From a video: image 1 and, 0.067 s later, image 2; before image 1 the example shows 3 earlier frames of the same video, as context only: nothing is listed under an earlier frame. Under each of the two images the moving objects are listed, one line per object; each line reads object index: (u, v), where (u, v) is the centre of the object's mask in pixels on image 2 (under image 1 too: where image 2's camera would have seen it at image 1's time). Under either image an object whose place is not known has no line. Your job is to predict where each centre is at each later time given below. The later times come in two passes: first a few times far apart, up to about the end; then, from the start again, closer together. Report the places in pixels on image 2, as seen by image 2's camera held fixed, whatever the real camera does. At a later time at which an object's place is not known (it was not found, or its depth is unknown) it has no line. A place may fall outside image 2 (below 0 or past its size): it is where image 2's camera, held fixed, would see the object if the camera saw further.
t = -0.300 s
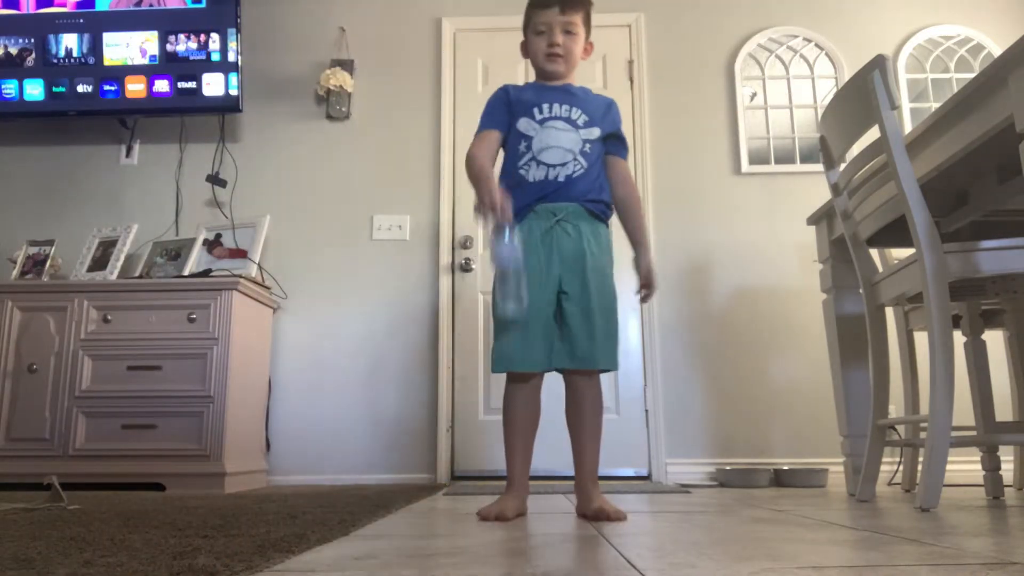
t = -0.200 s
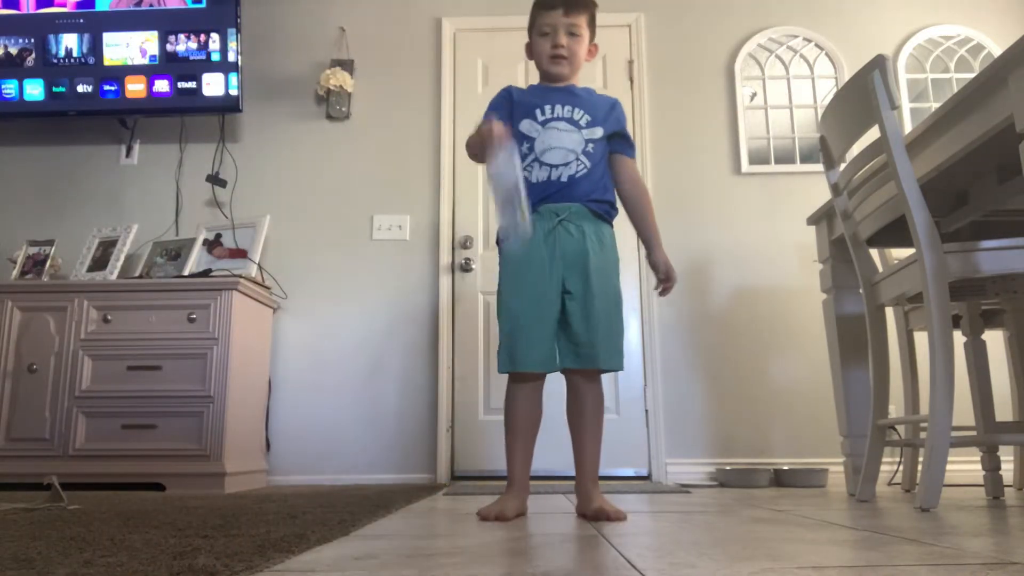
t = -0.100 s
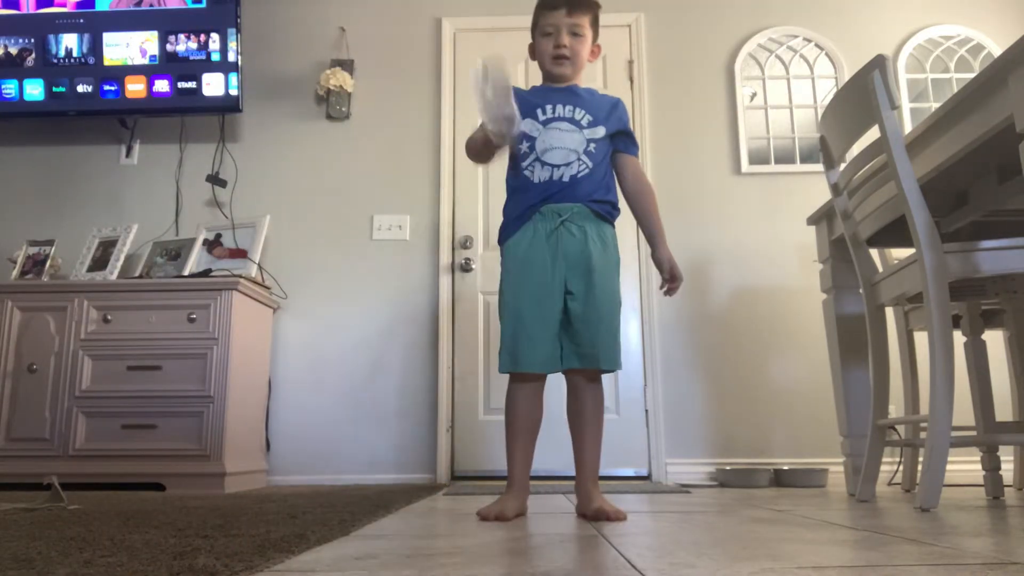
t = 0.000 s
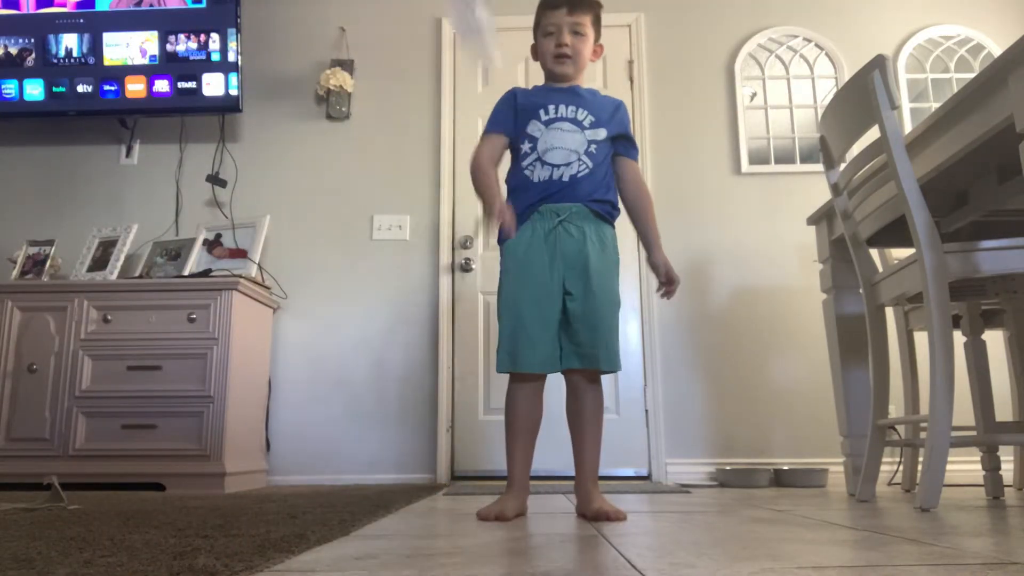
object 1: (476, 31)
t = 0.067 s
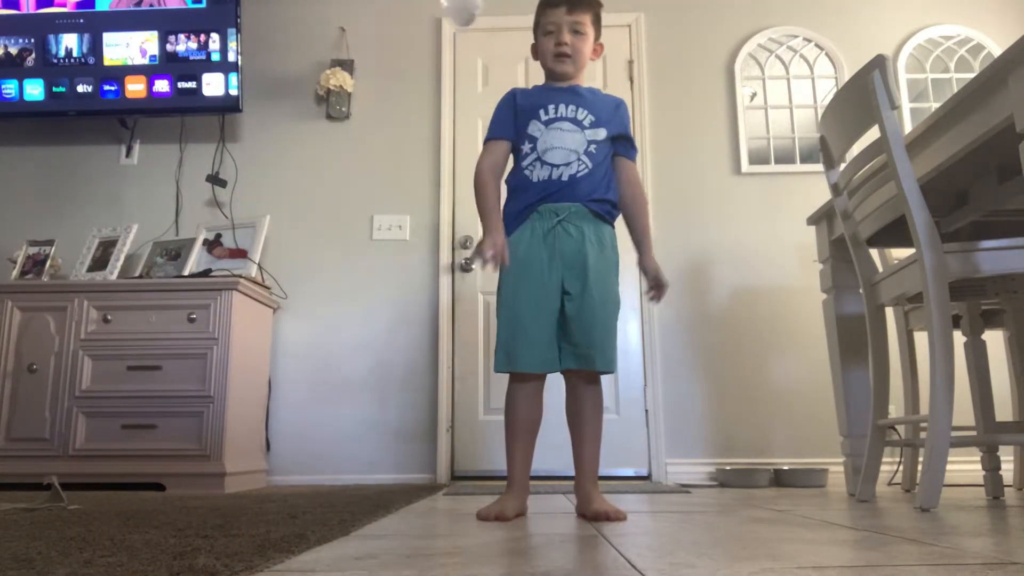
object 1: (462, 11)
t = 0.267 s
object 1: (398, 64)
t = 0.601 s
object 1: (271, 534)
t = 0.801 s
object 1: (209, 554)
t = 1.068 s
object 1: (197, 554)
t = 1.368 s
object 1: (235, 553)
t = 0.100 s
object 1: (456, 13)
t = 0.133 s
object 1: (450, 16)
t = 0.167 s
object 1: (440, 23)
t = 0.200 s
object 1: (424, 31)
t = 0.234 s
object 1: (411, 43)
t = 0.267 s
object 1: (398, 64)
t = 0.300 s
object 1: (390, 111)
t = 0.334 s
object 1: (376, 156)
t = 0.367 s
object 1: (366, 221)
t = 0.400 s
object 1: (351, 304)
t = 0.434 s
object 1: (338, 387)
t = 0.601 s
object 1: (271, 534)
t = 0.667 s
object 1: (250, 550)
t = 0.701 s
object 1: (236, 553)
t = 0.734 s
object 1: (225, 553)
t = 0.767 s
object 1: (217, 554)
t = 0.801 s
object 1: (209, 554)
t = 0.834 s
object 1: (202, 553)
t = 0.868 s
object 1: (198, 553)
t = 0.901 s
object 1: (196, 553)
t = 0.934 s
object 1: (194, 553)
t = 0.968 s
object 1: (190, 553)
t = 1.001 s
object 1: (189, 552)
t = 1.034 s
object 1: (191, 553)
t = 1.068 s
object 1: (197, 554)
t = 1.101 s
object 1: (204, 554)
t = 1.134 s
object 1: (209, 554)
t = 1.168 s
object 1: (211, 555)
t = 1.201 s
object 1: (214, 554)
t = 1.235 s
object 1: (218, 554)
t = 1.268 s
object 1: (224, 554)
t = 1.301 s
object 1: (230, 553)
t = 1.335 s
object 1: (232, 553)
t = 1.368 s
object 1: (235, 553)
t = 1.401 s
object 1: (238, 553)
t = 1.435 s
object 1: (243, 553)
